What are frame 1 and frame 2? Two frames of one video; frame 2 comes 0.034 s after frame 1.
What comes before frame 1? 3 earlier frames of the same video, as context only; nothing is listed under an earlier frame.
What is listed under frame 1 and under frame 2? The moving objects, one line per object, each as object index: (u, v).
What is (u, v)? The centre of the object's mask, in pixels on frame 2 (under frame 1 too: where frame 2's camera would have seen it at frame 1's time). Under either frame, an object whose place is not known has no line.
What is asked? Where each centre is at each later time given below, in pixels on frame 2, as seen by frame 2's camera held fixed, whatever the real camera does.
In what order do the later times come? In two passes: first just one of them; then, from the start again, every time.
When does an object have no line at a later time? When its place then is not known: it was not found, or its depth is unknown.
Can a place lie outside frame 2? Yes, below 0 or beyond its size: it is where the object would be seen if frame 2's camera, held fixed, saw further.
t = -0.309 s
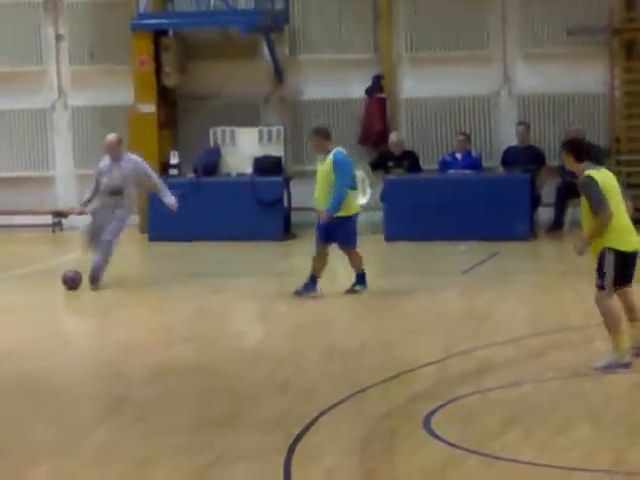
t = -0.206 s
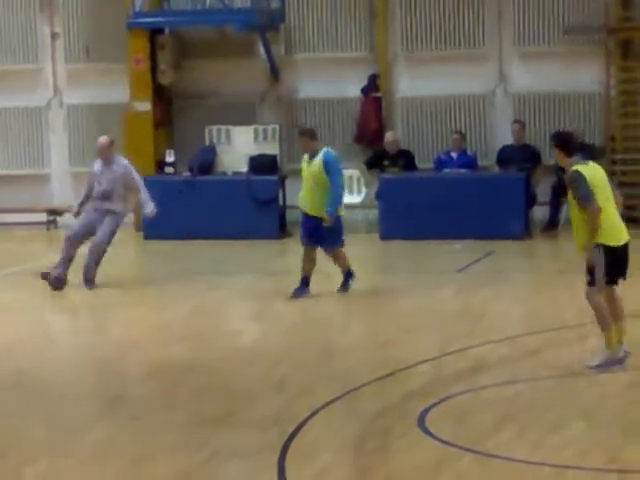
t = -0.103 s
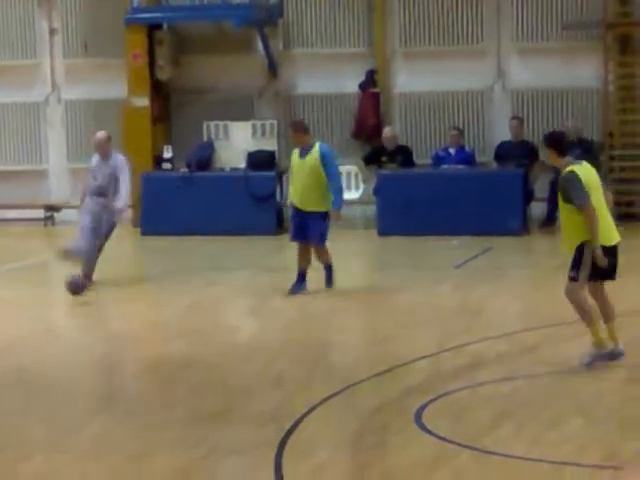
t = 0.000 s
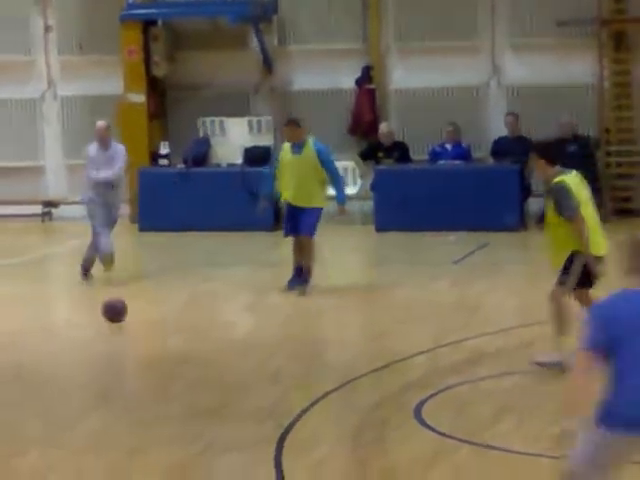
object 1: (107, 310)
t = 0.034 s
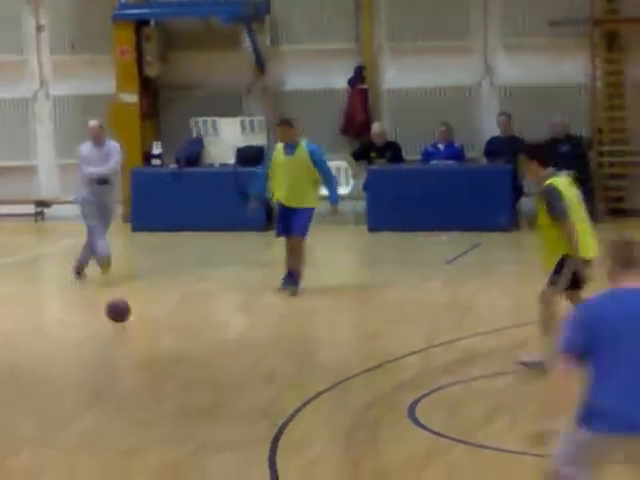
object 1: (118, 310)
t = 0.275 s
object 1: (204, 358)
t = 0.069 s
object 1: (129, 313)
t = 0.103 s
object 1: (139, 318)
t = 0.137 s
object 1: (151, 325)
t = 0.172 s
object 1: (163, 333)
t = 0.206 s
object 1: (177, 344)
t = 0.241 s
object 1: (191, 357)
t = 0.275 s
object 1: (204, 358)
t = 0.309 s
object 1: (217, 360)
